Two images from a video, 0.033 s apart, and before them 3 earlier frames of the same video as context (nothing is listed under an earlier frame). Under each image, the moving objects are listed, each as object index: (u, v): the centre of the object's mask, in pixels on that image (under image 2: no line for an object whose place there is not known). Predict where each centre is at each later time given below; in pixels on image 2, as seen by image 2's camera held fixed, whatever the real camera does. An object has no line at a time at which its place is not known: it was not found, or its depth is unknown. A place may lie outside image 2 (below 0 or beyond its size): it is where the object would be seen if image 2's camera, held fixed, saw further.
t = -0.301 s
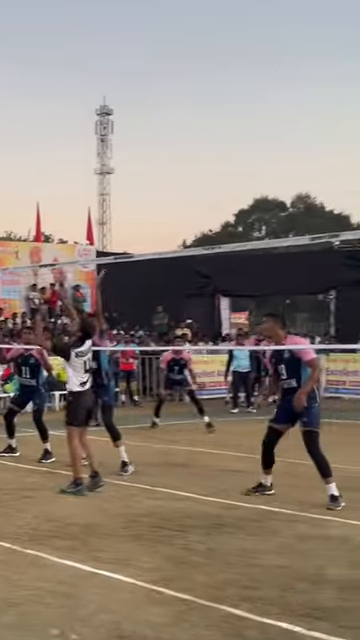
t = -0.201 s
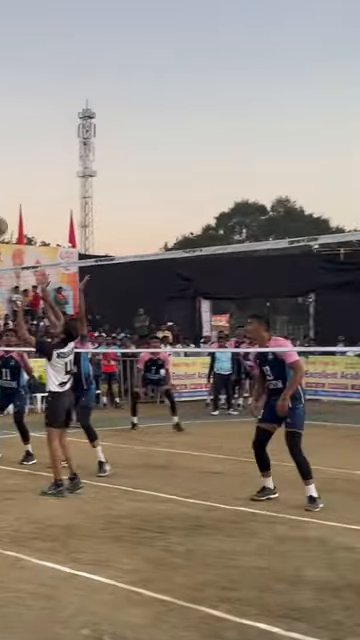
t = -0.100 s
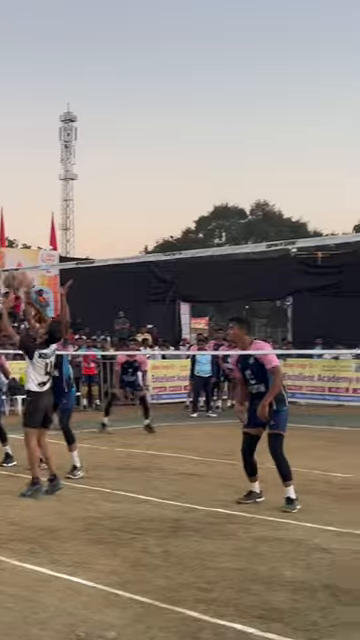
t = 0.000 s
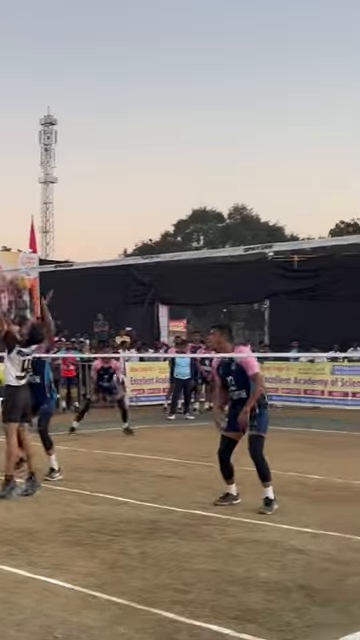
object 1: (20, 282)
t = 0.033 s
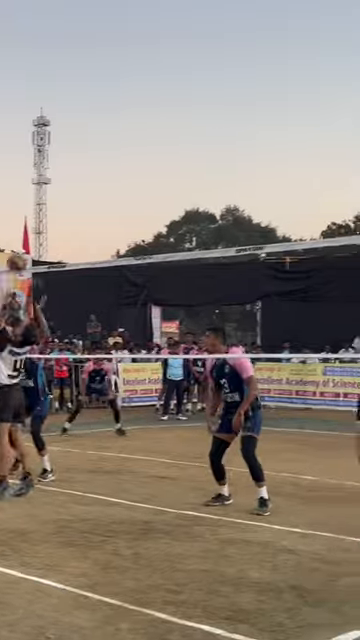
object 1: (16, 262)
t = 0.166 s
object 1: (43, 182)
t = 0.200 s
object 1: (51, 164)
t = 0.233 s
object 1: (60, 145)
